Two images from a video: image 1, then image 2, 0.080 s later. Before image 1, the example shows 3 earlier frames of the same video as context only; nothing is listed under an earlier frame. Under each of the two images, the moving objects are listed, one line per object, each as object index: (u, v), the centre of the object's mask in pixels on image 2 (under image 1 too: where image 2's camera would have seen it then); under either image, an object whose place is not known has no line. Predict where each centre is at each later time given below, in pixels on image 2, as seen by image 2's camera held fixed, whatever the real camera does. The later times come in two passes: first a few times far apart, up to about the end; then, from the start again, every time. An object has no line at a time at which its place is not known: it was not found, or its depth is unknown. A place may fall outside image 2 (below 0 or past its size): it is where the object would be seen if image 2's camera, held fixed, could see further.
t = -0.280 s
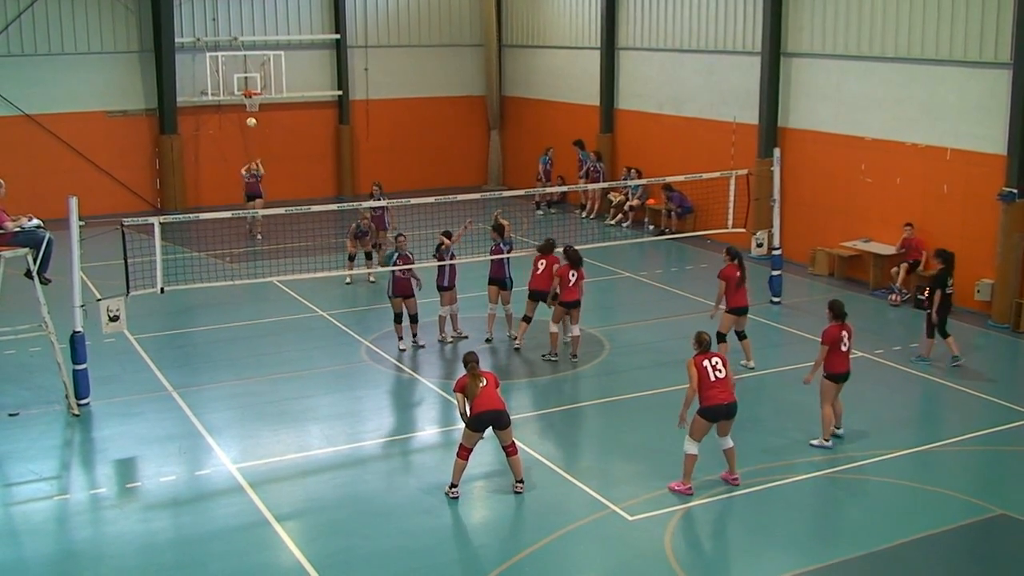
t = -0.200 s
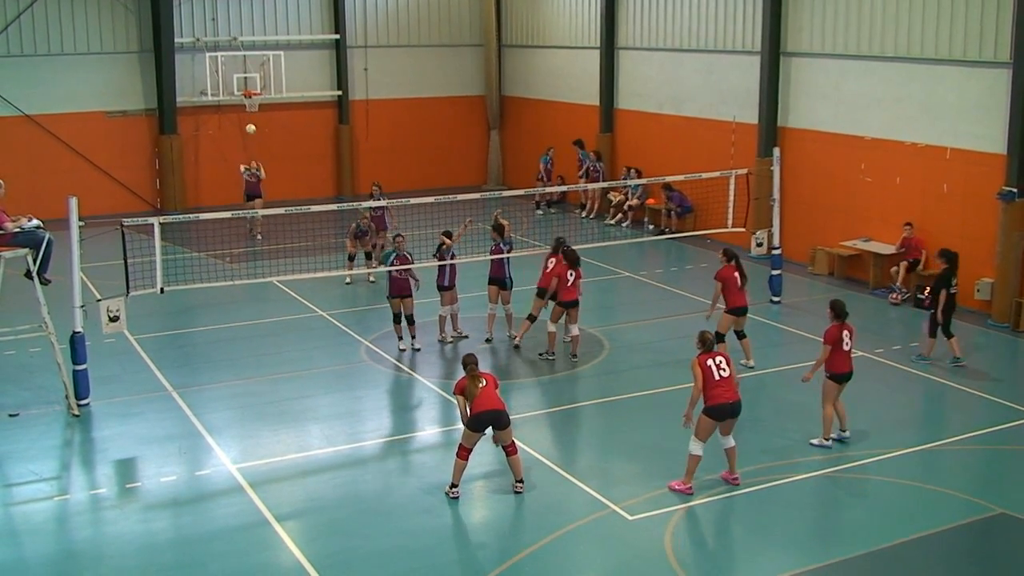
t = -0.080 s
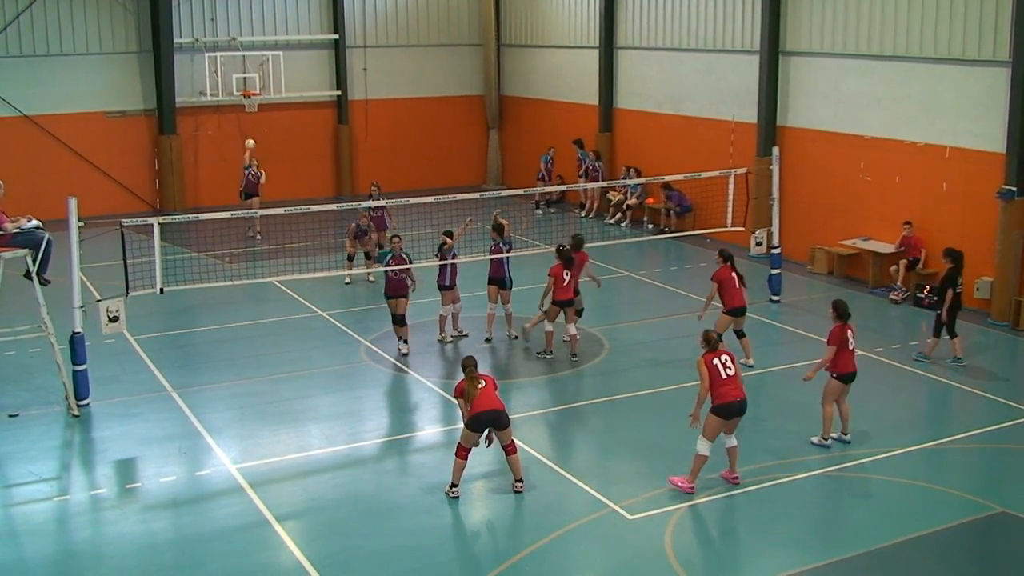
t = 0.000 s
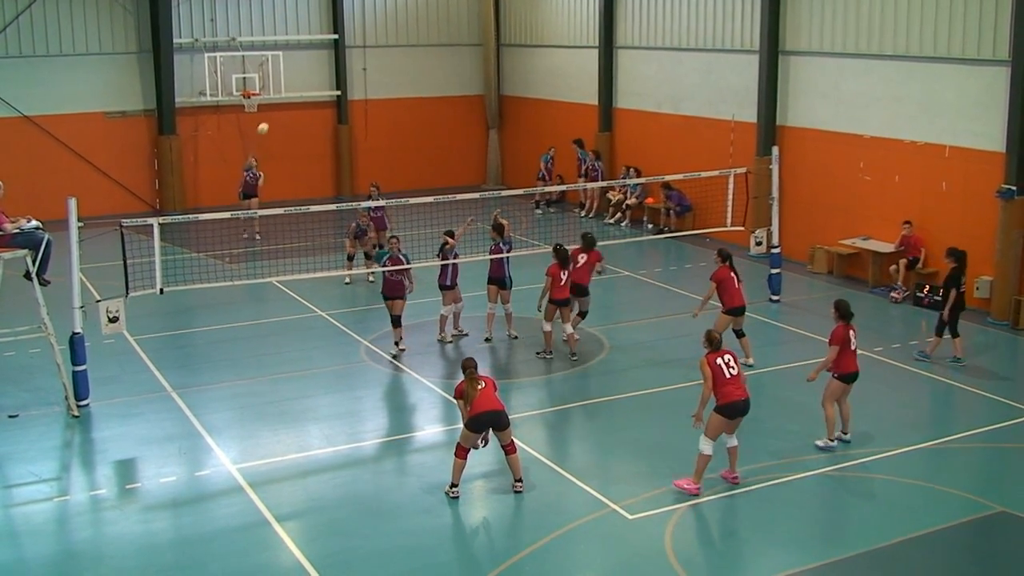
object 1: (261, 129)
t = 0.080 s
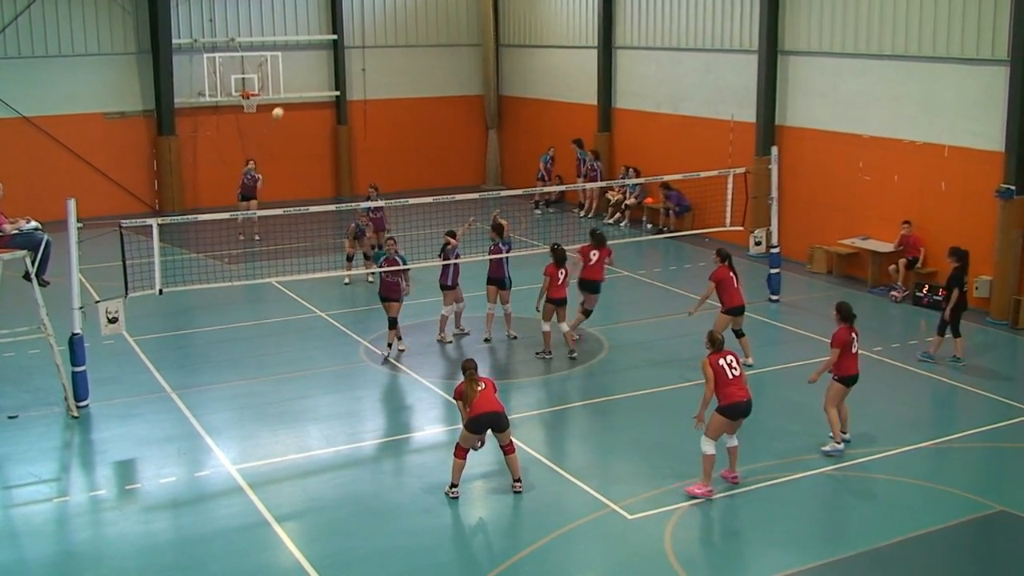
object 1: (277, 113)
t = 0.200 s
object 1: (303, 91)
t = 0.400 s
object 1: (350, 67)
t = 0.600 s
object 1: (408, 63)
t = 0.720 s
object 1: (449, 74)
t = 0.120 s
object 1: (286, 105)
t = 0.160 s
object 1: (294, 98)
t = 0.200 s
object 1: (303, 91)
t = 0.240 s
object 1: (312, 85)
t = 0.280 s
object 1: (322, 80)
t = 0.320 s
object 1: (331, 75)
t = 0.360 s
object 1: (341, 71)
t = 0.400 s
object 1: (350, 67)
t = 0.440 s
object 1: (361, 64)
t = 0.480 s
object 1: (373, 63)
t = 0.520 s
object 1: (384, 62)
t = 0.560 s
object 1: (396, 62)
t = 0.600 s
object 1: (408, 63)
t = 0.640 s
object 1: (421, 66)
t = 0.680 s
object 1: (435, 69)
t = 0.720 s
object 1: (449, 74)
